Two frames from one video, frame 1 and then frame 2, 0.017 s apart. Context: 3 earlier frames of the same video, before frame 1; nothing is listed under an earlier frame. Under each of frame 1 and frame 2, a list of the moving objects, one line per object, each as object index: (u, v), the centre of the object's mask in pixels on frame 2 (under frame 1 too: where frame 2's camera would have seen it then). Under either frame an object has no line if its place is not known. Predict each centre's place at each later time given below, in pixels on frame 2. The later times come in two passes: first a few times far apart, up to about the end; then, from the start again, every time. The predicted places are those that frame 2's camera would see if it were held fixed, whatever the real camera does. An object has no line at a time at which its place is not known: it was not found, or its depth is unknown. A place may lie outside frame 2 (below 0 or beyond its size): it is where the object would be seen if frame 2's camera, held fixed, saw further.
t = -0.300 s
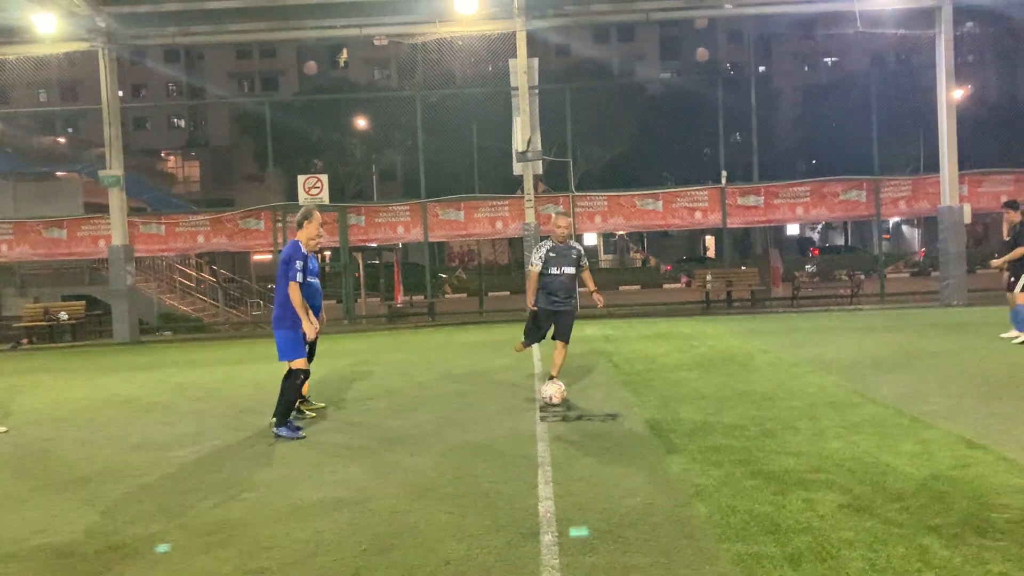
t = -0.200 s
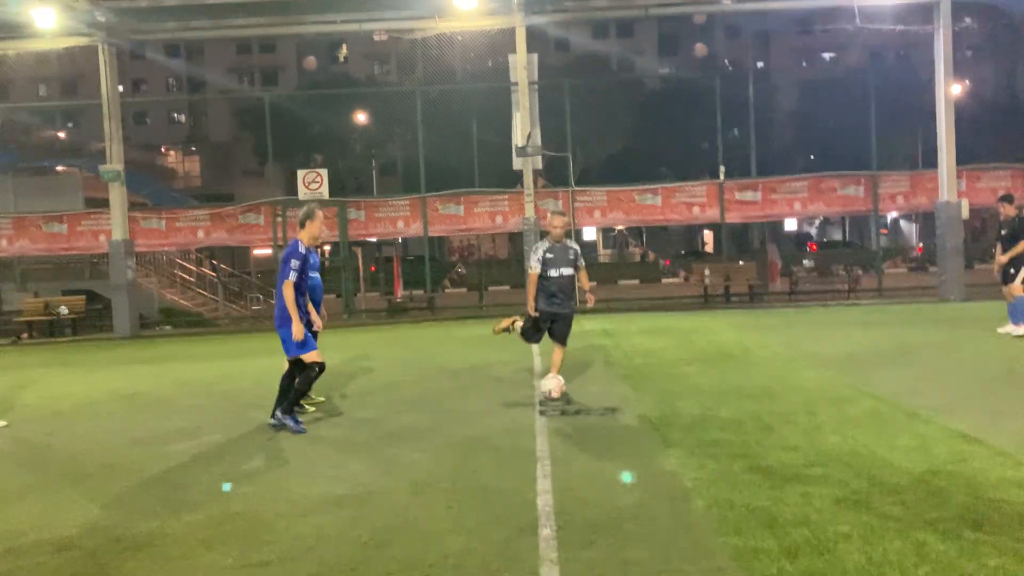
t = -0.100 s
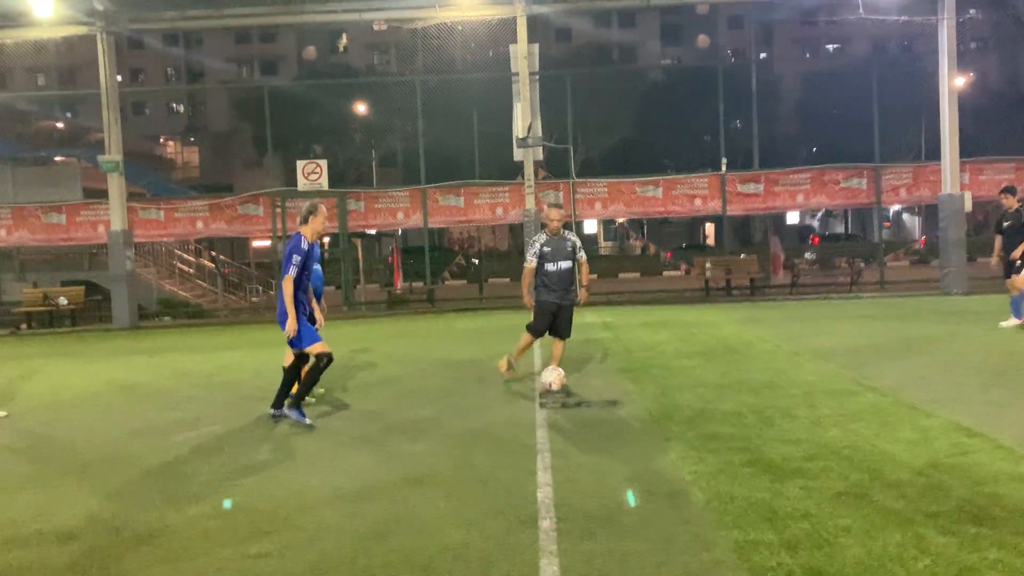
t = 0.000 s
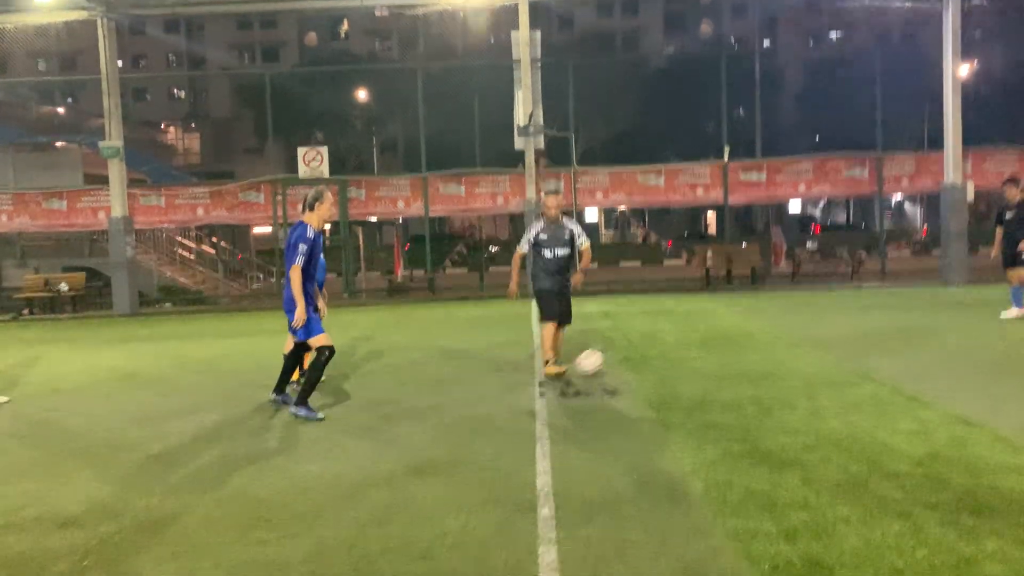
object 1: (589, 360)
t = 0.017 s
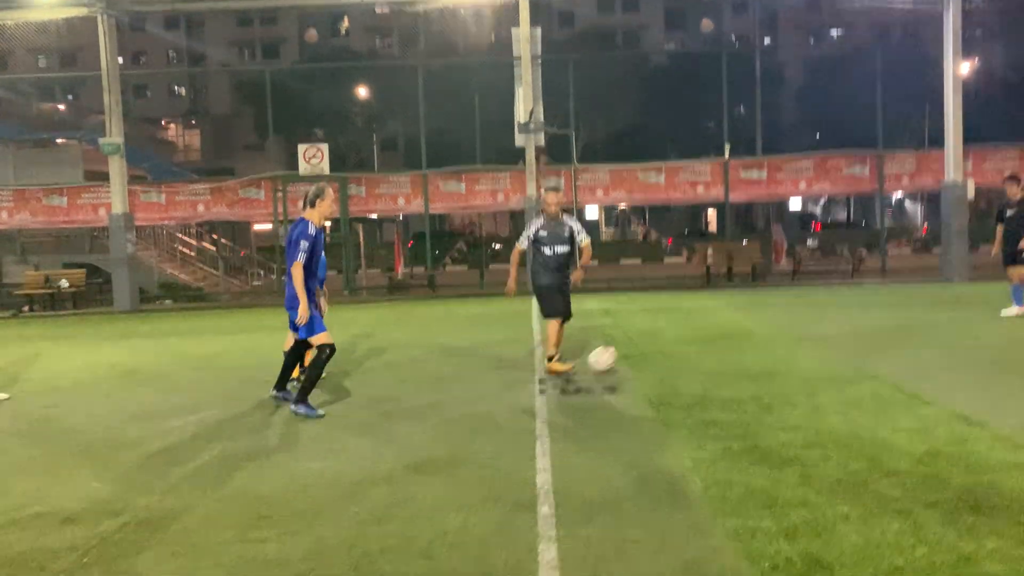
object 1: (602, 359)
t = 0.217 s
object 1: (742, 358)
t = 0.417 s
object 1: (855, 356)
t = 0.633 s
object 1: (950, 352)
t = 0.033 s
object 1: (614, 358)
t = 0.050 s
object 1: (626, 359)
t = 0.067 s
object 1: (638, 358)
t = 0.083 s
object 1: (651, 359)
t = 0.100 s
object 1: (664, 360)
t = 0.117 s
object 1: (677, 360)
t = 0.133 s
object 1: (690, 360)
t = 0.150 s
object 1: (700, 360)
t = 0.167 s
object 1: (710, 358)
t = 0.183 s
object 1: (721, 358)
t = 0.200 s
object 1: (732, 358)
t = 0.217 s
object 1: (742, 358)
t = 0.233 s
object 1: (754, 358)
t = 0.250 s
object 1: (764, 358)
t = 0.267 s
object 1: (775, 359)
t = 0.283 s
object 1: (784, 359)
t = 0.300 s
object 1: (794, 358)
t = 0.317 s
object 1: (804, 358)
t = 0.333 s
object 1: (813, 357)
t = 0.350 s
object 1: (821, 357)
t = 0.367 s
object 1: (831, 357)
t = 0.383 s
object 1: (839, 357)
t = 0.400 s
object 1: (848, 356)
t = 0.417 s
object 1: (855, 356)
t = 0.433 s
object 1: (863, 354)
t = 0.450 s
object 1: (871, 354)
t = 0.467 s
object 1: (878, 354)
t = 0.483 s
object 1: (886, 353)
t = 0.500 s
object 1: (895, 354)
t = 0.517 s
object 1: (902, 355)
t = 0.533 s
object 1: (910, 356)
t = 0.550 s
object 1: (918, 355)
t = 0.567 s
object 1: (924, 354)
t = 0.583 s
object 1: (930, 354)
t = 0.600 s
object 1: (937, 353)
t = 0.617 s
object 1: (943, 353)
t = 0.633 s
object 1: (950, 352)
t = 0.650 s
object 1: (957, 353)
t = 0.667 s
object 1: (964, 353)
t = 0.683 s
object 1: (970, 354)
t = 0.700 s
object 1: (977, 354)
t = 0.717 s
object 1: (983, 353)
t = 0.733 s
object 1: (990, 353)
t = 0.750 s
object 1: (995, 353)
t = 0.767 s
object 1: (1003, 352)
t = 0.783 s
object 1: (1008, 352)
